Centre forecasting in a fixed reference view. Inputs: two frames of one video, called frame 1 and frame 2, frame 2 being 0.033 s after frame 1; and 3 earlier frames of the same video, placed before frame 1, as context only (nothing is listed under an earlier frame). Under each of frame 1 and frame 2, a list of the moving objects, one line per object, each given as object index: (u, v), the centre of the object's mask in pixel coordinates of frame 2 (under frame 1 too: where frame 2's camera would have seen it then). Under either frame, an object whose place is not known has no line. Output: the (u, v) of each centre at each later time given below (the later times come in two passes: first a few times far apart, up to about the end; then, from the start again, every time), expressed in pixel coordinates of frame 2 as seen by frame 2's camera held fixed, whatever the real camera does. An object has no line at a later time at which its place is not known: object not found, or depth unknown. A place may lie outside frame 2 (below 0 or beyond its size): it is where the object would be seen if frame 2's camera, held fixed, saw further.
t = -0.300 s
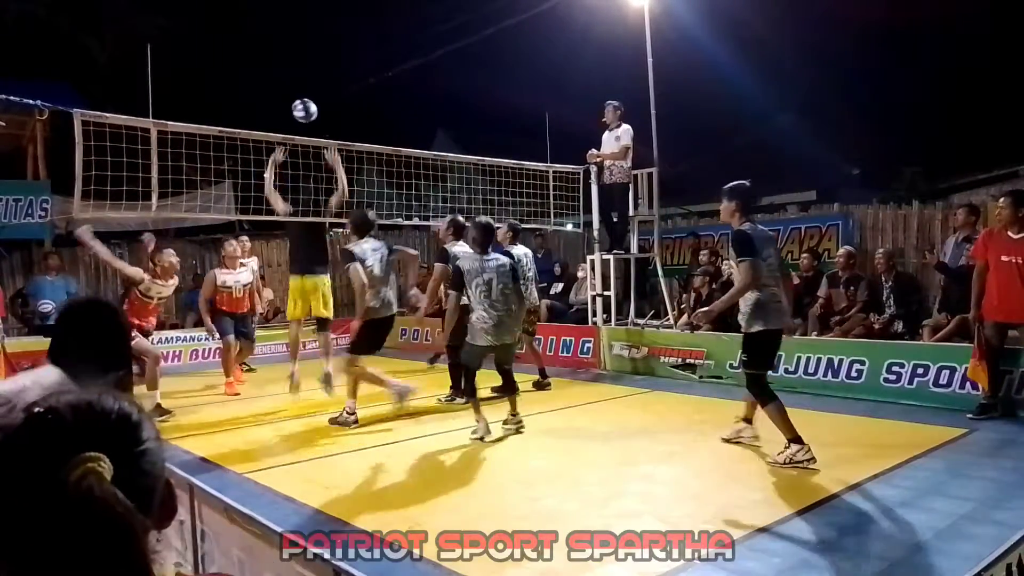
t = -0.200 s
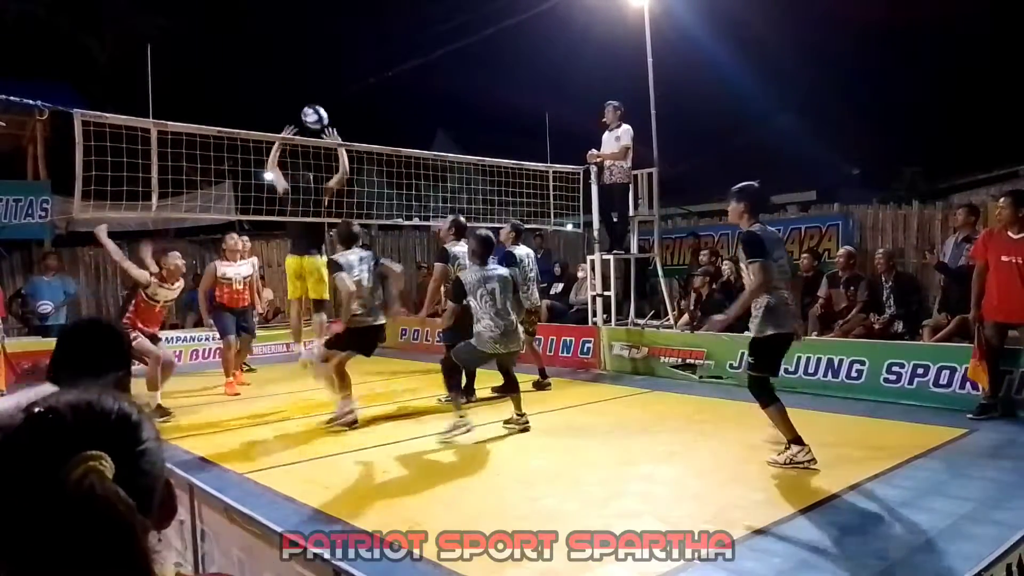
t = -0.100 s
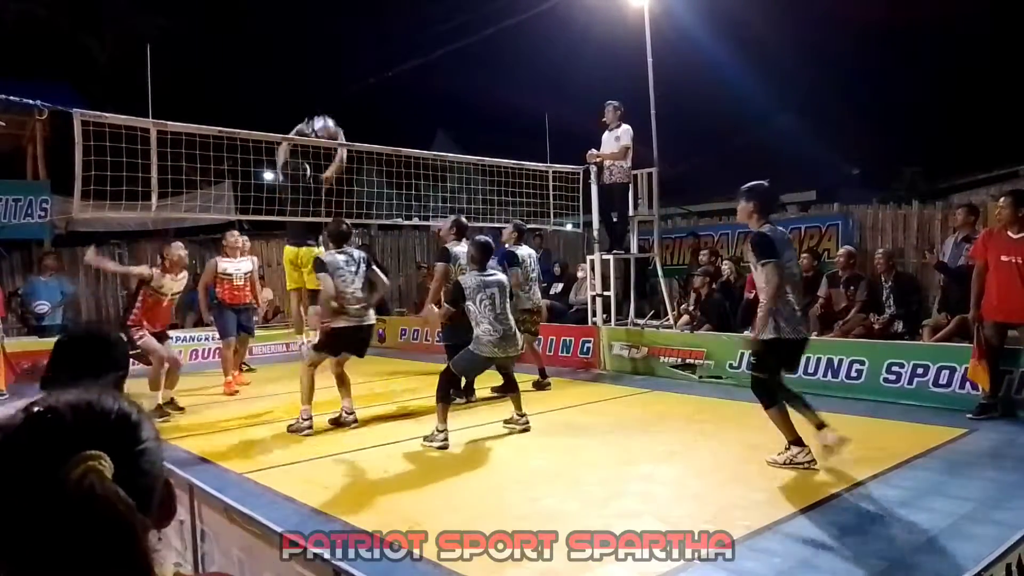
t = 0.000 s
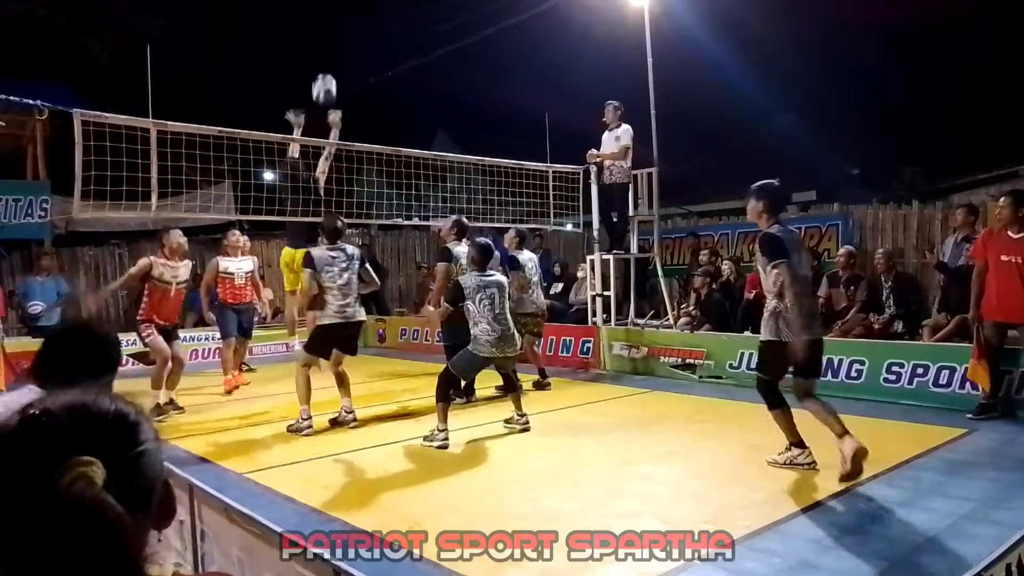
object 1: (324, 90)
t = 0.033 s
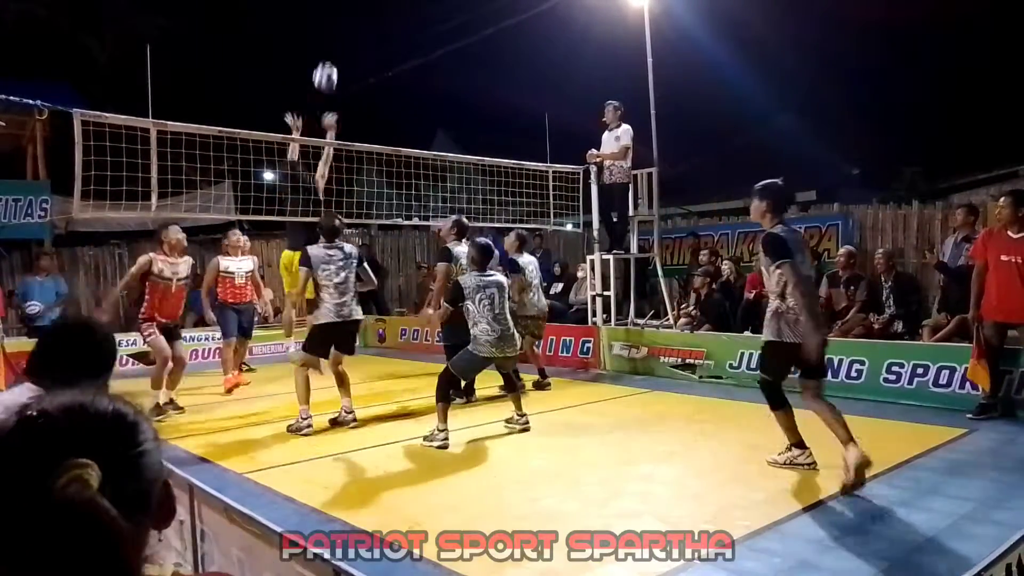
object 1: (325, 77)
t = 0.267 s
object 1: (334, 32)
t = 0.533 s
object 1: (347, 51)
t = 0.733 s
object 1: (357, 110)
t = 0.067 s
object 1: (327, 68)
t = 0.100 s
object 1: (328, 59)
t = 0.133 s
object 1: (329, 50)
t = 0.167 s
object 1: (330, 43)
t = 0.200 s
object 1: (331, 39)
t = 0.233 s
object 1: (332, 35)
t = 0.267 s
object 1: (334, 32)
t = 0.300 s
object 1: (335, 30)
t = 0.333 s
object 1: (337, 30)
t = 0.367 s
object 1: (338, 31)
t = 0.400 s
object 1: (340, 33)
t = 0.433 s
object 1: (341, 35)
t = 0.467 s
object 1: (343, 39)
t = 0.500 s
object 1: (345, 44)
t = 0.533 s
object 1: (347, 51)
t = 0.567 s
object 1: (348, 57)
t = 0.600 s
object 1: (350, 65)
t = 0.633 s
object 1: (352, 76)
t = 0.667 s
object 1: (354, 86)
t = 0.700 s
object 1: (355, 98)
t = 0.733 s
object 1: (357, 110)
